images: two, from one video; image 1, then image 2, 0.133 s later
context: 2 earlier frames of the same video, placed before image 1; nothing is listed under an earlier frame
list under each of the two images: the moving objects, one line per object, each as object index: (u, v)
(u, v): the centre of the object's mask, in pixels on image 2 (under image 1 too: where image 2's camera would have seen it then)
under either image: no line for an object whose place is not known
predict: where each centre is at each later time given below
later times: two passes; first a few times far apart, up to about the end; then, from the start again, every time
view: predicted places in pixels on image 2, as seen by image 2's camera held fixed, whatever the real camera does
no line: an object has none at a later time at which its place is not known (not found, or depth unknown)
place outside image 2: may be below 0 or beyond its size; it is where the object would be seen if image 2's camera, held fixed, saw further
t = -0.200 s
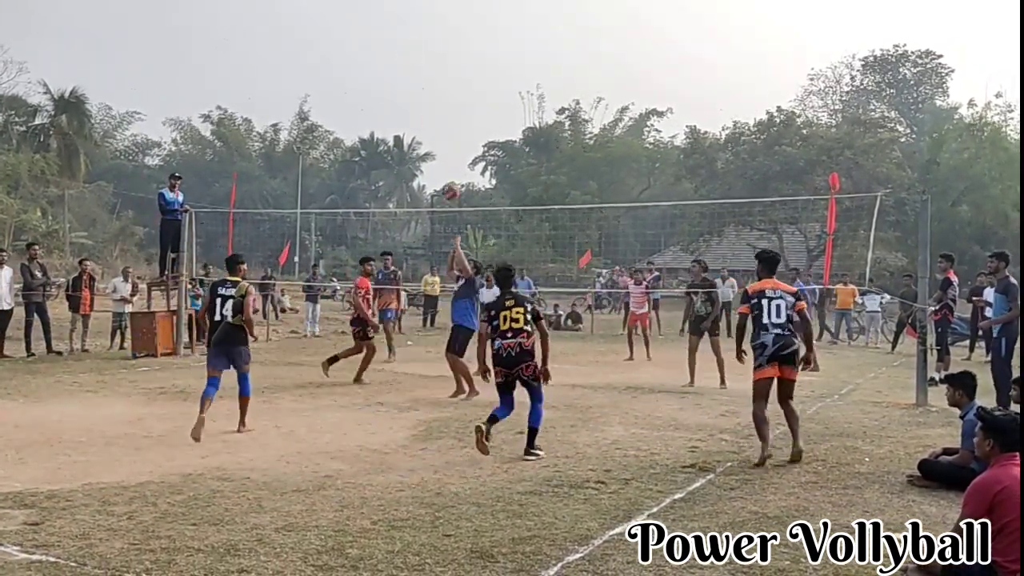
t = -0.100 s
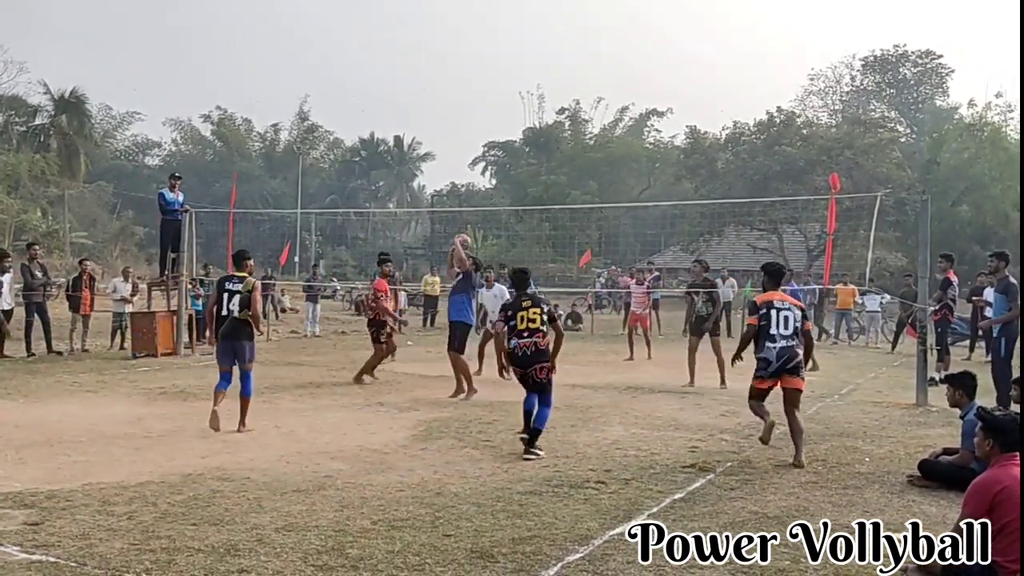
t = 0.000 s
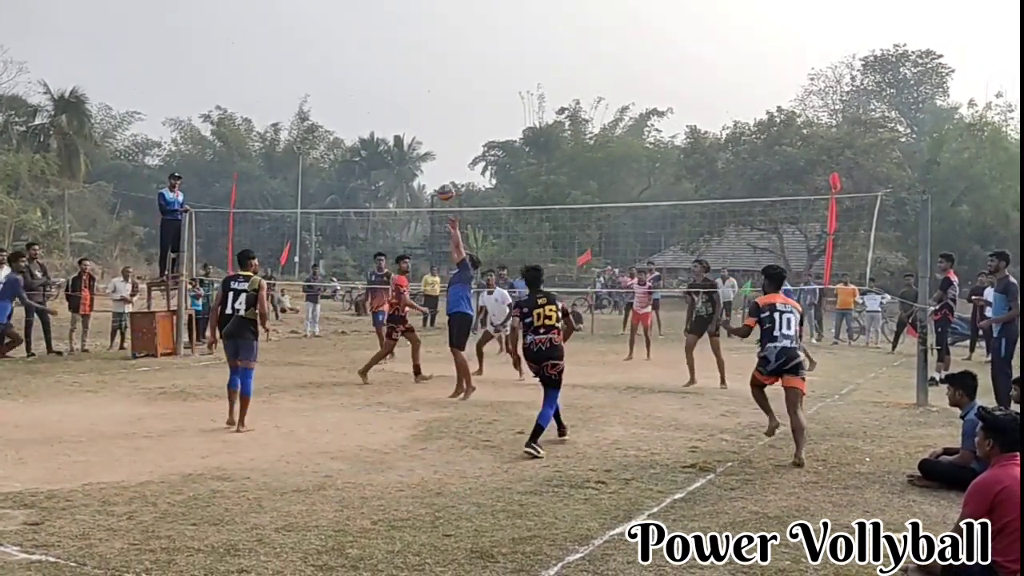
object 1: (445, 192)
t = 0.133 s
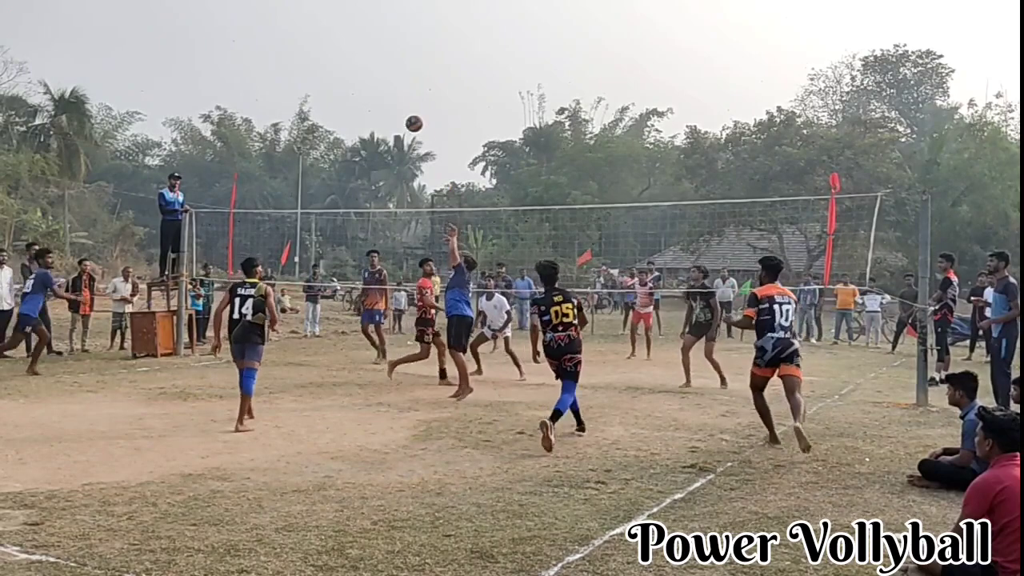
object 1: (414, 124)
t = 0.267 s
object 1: (383, 72)
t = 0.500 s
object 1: (330, 19)
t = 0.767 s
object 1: (274, 13)
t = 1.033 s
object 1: (223, 56)
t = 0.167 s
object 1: (406, 109)
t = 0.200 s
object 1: (398, 95)
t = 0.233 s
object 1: (390, 83)
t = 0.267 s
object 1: (383, 72)
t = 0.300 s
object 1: (375, 62)
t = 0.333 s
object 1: (368, 52)
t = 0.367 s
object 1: (360, 44)
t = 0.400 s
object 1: (352, 36)
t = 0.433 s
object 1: (345, 30)
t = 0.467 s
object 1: (337, 24)
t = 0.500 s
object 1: (330, 19)
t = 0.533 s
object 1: (323, 16)
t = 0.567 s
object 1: (316, 13)
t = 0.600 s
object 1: (309, 10)
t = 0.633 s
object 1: (302, 9)
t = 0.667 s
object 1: (295, 9)
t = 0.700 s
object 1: (288, 9)
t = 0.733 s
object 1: (281, 11)
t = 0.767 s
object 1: (274, 13)
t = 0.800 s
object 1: (268, 16)
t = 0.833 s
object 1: (261, 19)
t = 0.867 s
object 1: (255, 23)
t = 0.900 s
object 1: (248, 28)
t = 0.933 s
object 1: (242, 34)
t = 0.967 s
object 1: (236, 40)
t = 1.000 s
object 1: (229, 48)
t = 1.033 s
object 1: (223, 56)
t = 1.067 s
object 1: (217, 64)
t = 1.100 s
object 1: (211, 73)
